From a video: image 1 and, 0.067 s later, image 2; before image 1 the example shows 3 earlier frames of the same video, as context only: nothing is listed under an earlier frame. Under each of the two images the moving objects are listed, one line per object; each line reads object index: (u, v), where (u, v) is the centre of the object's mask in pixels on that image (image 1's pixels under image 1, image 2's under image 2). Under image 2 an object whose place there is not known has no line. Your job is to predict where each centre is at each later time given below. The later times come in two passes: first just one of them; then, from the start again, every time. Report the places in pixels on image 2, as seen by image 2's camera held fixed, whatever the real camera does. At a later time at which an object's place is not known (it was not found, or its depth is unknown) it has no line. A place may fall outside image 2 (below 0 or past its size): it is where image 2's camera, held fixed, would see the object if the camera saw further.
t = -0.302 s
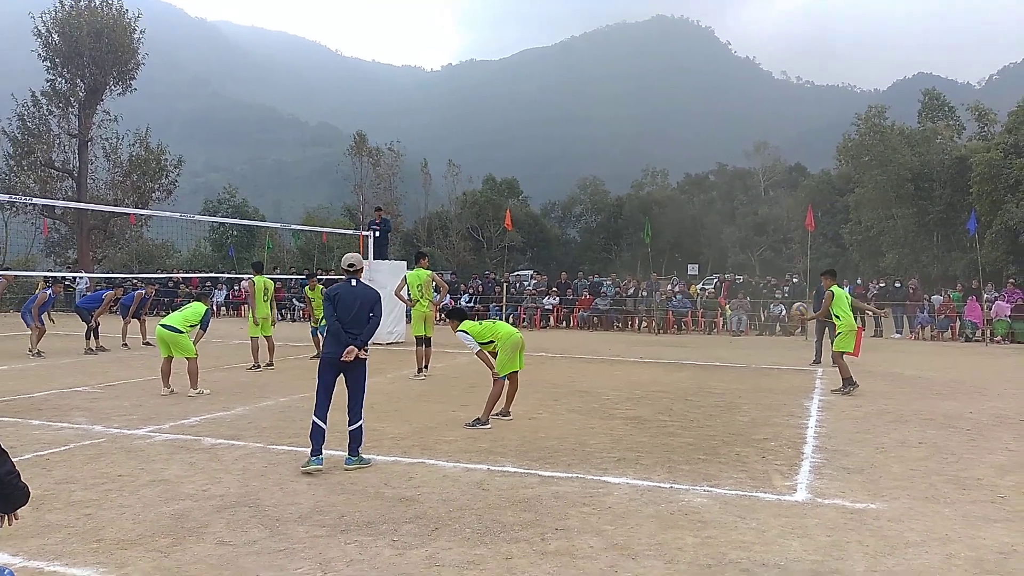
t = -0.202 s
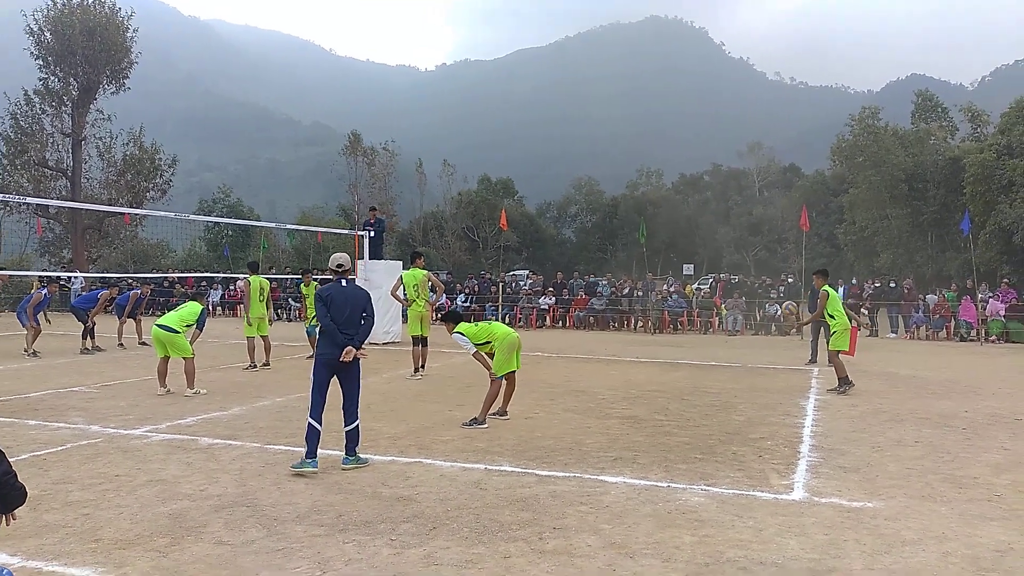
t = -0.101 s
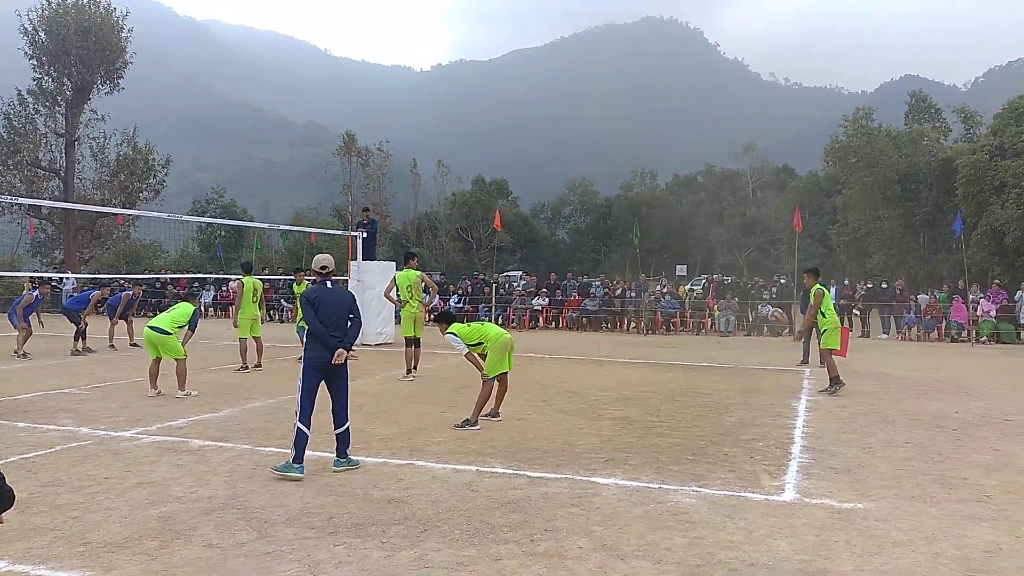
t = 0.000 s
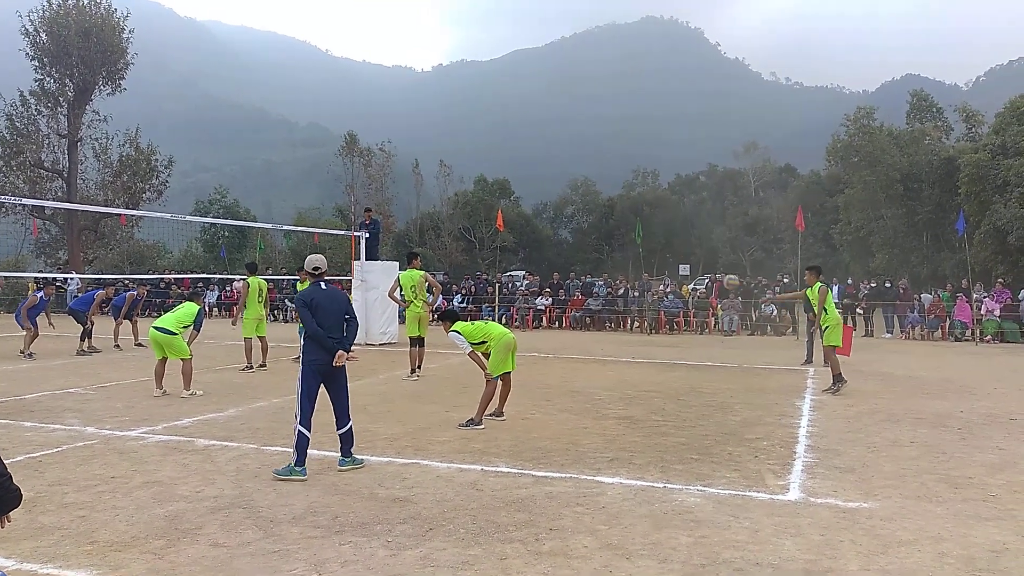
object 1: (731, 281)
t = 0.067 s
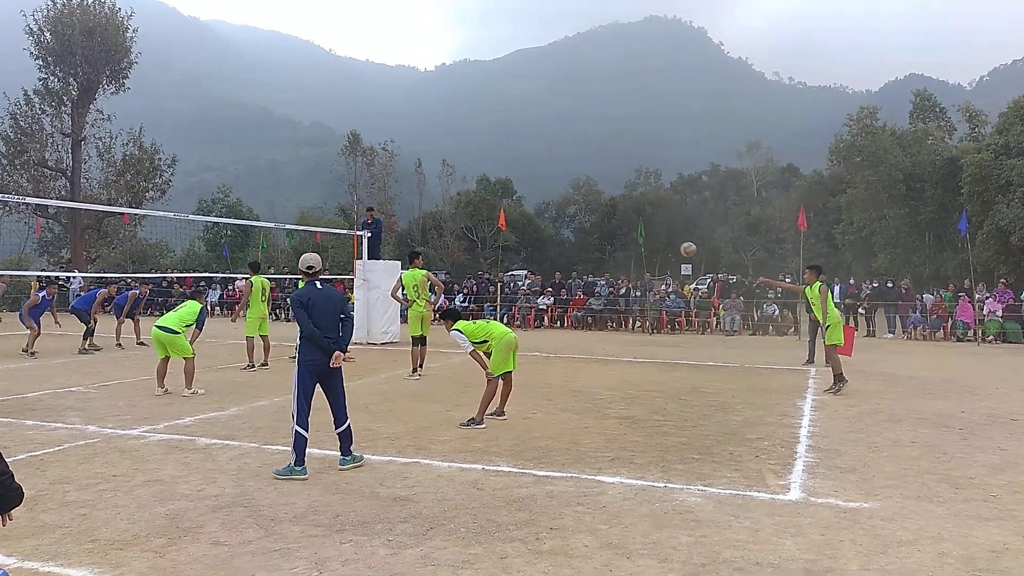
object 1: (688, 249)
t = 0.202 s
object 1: (603, 194)
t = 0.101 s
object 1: (666, 234)
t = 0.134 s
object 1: (645, 219)
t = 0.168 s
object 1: (623, 206)
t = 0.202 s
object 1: (603, 194)
